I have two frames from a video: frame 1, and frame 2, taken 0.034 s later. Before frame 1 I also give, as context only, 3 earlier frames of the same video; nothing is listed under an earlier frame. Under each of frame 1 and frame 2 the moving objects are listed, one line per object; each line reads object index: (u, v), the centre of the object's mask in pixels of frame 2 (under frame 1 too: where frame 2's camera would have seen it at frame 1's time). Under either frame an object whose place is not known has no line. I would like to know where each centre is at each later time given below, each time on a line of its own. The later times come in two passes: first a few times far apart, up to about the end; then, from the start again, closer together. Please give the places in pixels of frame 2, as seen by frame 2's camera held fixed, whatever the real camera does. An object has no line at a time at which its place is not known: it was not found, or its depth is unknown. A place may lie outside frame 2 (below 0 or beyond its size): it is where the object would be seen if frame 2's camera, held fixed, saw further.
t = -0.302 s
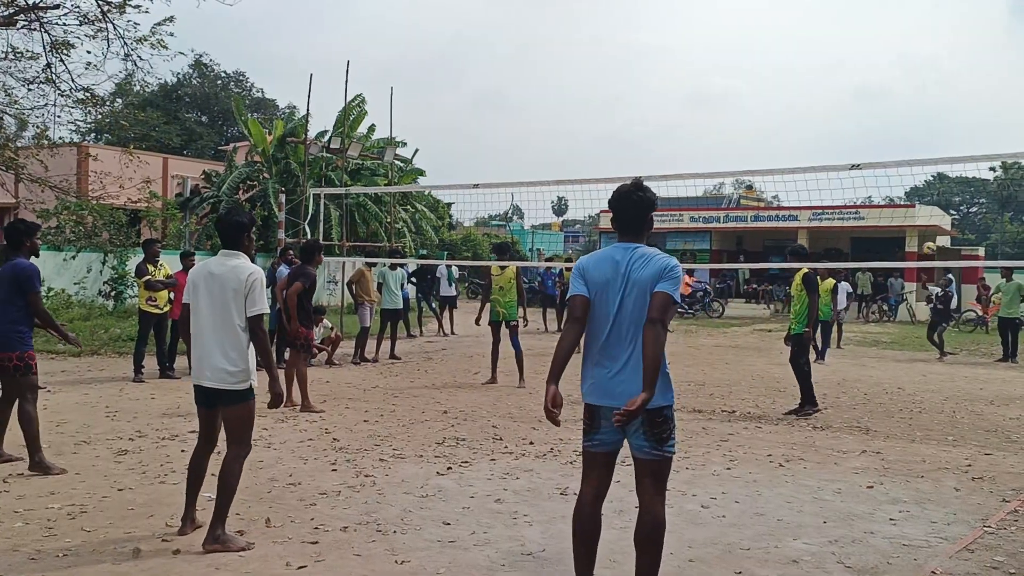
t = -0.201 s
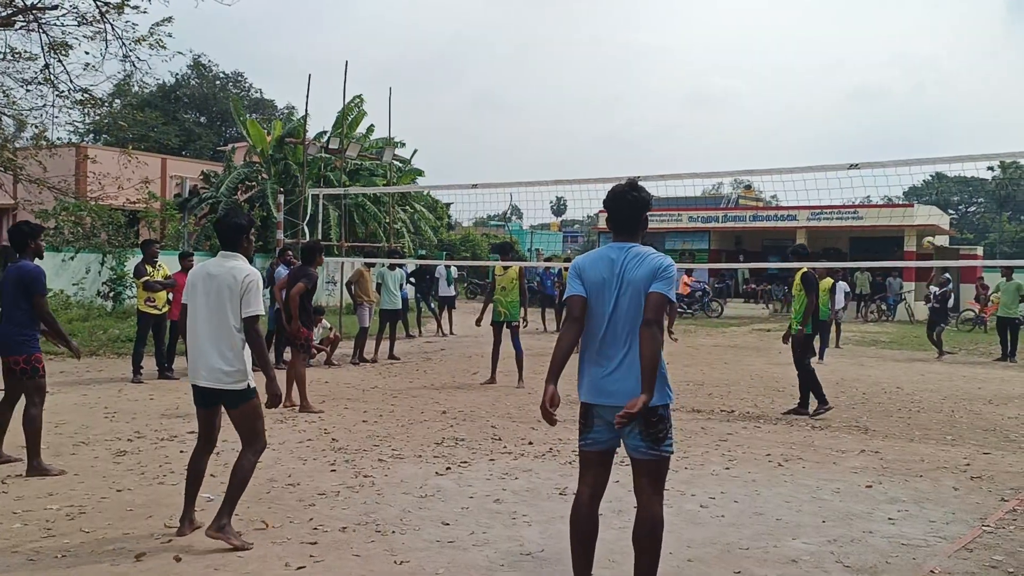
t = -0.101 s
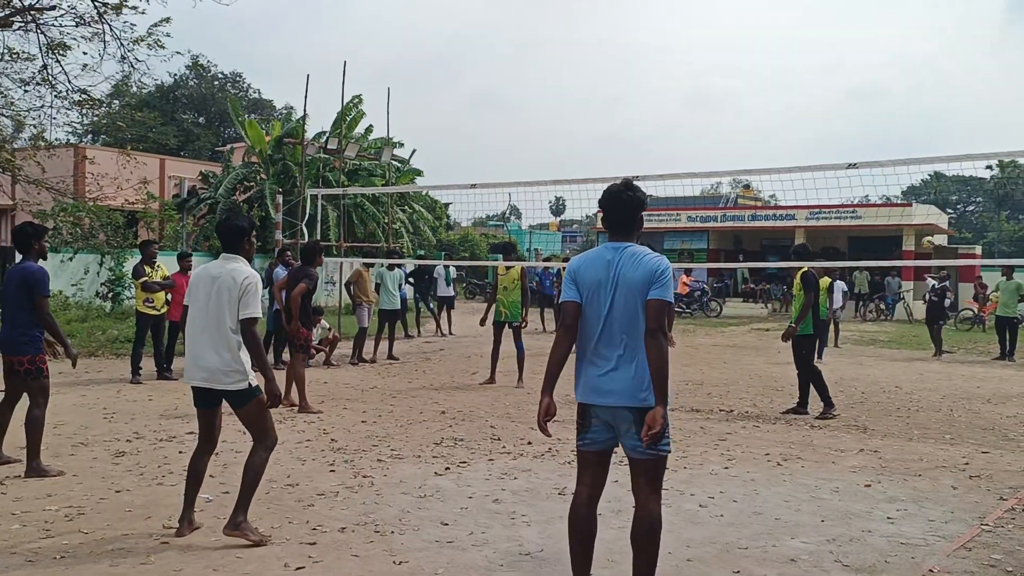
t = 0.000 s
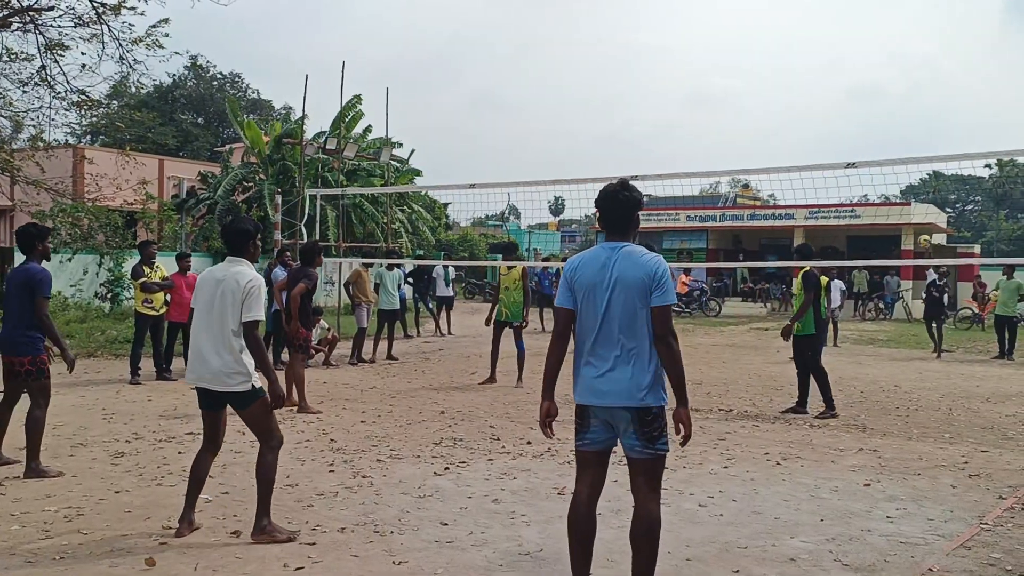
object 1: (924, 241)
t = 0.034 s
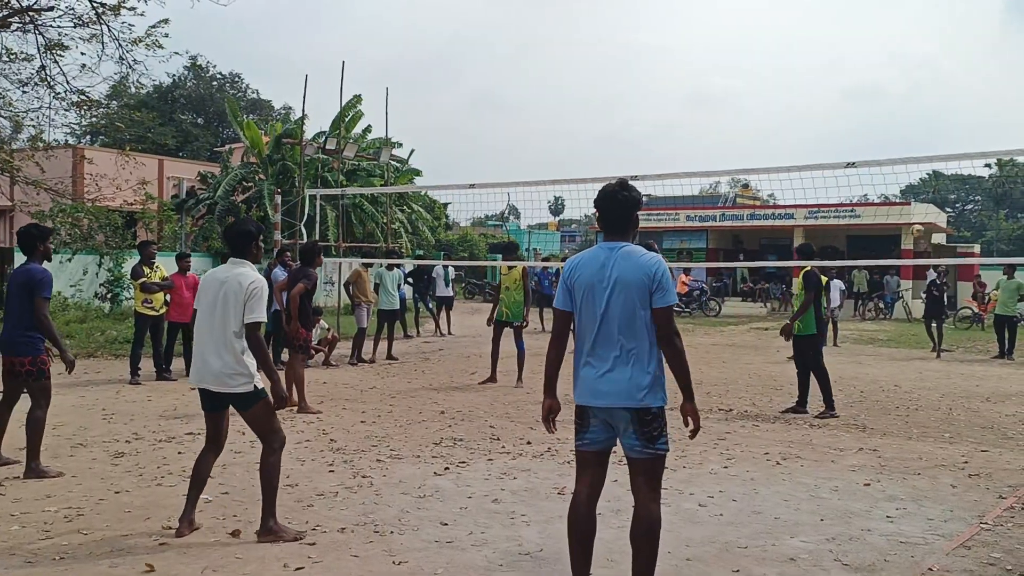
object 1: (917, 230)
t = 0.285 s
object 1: (852, 165)
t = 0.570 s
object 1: (759, 119)
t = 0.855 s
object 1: (621, 137)
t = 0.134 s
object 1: (892, 202)
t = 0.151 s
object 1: (888, 199)
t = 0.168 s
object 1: (884, 195)
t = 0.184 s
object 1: (880, 190)
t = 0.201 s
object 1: (875, 186)
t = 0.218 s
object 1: (871, 181)
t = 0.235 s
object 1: (867, 177)
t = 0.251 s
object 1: (862, 173)
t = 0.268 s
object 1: (858, 171)
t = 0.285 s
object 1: (852, 165)
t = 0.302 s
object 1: (848, 159)
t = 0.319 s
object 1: (843, 157)
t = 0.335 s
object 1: (839, 154)
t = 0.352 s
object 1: (834, 150)
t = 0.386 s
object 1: (823, 144)
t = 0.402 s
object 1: (818, 141)
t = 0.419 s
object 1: (813, 138)
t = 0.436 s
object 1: (807, 135)
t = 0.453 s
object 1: (802, 132)
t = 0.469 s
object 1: (796, 130)
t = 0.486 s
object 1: (790, 128)
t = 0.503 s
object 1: (784, 125)
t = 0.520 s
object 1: (778, 123)
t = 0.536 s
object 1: (772, 122)
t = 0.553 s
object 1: (766, 120)
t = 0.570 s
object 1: (759, 119)
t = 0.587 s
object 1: (753, 118)
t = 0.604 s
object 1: (746, 117)
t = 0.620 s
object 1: (739, 116)
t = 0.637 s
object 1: (732, 115)
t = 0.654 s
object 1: (725, 115)
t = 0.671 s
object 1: (718, 115)
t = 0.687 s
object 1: (710, 115)
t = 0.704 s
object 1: (702, 116)
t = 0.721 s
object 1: (694, 117)
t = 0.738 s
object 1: (686, 118)
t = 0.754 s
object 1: (677, 119)
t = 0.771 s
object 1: (668, 122)
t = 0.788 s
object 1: (660, 124)
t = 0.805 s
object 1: (650, 126)
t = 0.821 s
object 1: (641, 129)
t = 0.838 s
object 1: (632, 133)
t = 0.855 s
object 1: (621, 137)
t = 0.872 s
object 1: (611, 141)
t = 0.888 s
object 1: (601, 145)
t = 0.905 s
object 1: (590, 150)
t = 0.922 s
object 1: (579, 156)
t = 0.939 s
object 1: (567, 162)
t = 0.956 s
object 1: (554, 168)
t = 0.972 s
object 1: (542, 175)
